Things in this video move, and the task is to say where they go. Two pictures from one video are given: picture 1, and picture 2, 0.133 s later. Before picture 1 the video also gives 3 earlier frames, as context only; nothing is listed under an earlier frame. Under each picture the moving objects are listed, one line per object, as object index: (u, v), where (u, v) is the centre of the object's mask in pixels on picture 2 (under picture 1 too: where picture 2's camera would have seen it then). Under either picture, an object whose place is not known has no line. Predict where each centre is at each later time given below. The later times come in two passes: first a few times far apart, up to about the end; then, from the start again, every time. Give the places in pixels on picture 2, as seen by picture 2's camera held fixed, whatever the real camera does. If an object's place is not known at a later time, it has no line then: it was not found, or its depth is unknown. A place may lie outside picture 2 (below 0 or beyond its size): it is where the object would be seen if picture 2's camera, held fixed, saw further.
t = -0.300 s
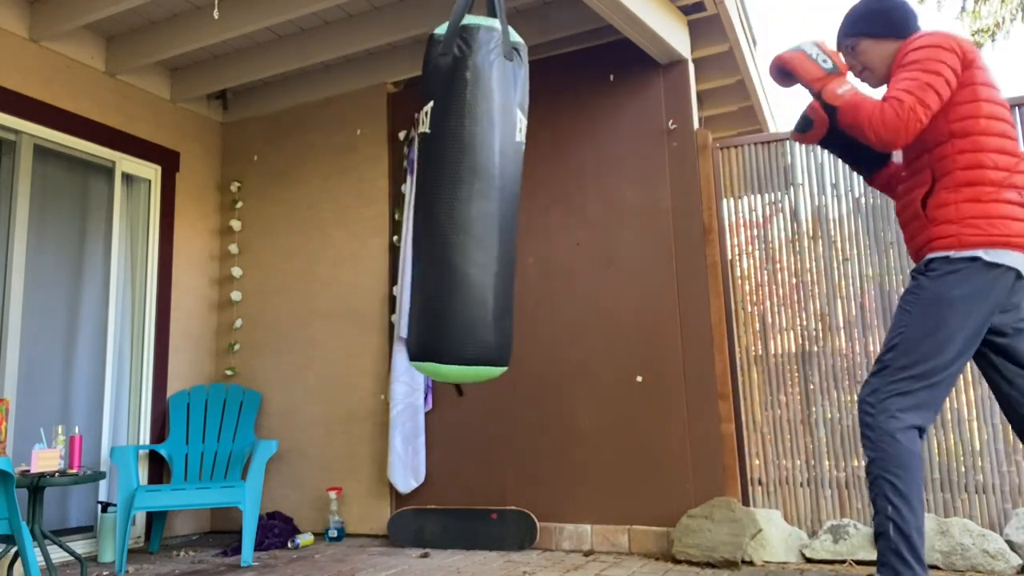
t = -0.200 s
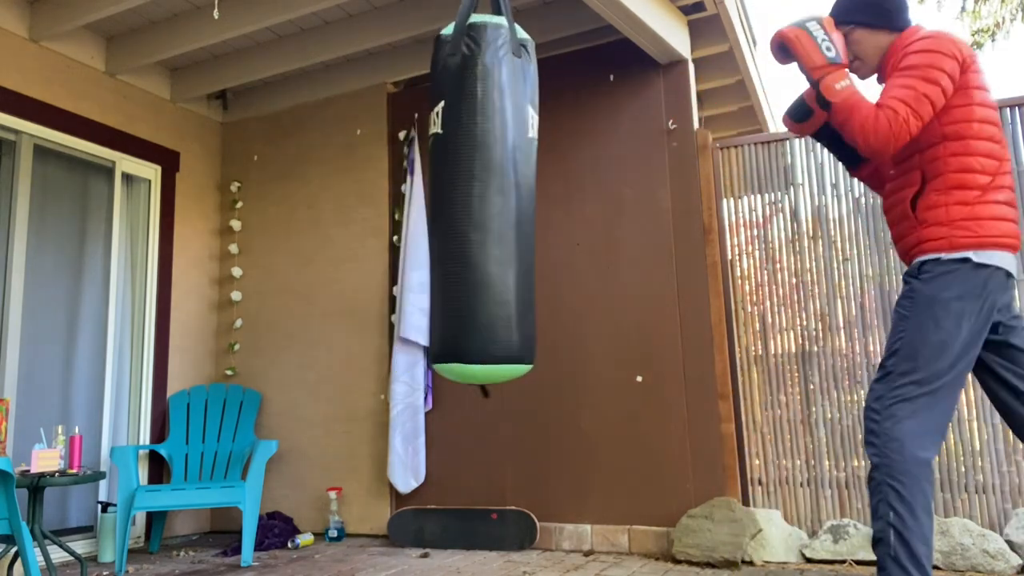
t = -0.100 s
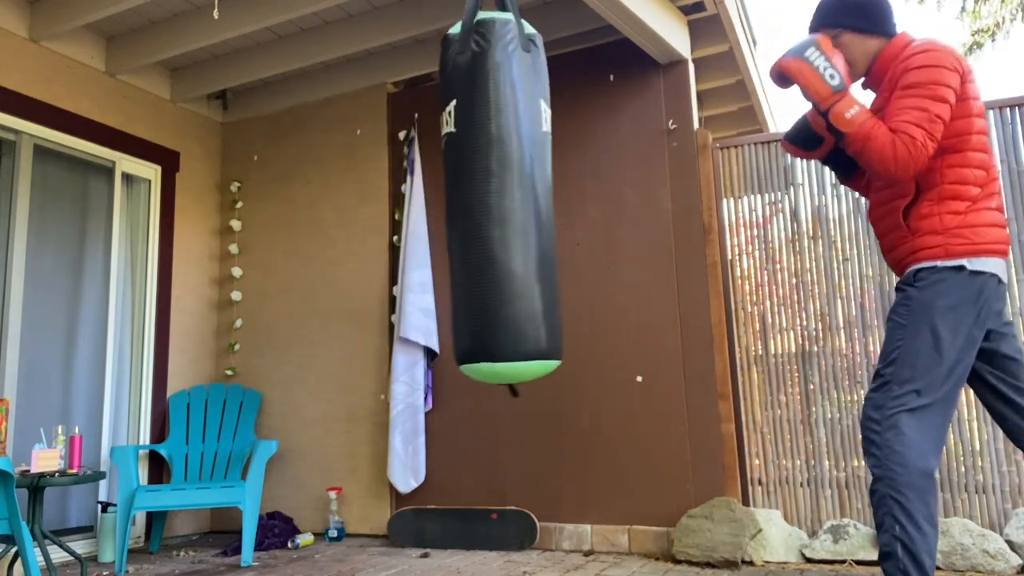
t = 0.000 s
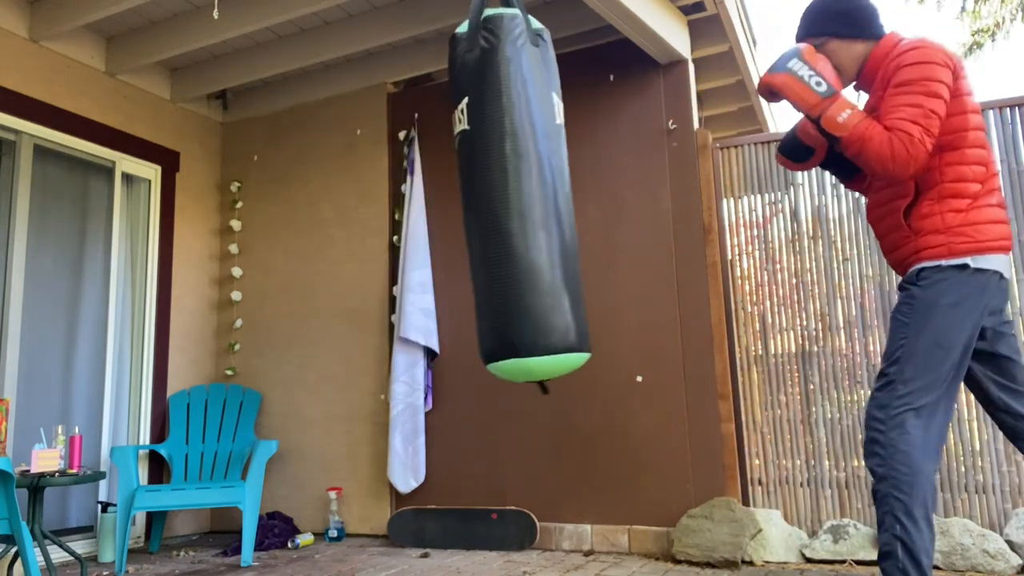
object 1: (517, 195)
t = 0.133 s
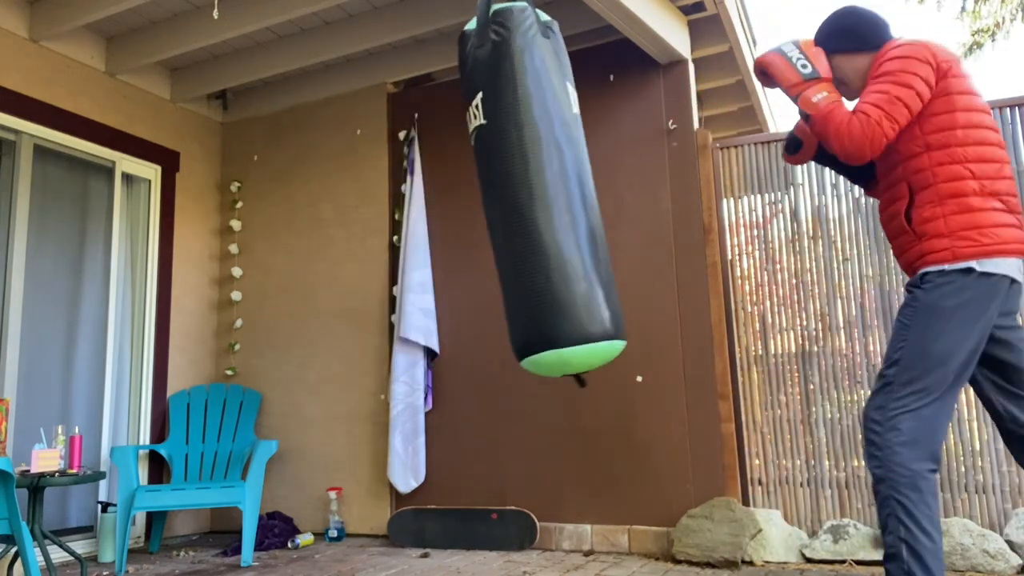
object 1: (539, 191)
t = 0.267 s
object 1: (555, 187)
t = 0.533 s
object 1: (559, 186)
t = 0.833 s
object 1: (518, 192)
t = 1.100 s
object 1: (473, 196)
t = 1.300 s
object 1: (450, 195)
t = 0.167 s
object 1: (544, 190)
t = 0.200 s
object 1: (548, 189)
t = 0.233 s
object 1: (551, 188)
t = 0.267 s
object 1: (555, 187)
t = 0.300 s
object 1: (558, 187)
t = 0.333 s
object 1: (560, 186)
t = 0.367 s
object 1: (561, 185)
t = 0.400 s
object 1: (562, 185)
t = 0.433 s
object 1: (562, 185)
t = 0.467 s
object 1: (561, 184)
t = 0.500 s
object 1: (560, 185)
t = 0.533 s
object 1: (559, 186)
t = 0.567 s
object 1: (557, 186)
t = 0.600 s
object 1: (553, 186)
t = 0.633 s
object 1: (550, 187)
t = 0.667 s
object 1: (545, 187)
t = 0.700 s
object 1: (540, 189)
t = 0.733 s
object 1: (535, 189)
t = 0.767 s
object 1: (530, 191)
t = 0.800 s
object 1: (525, 192)
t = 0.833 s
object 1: (518, 192)
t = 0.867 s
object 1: (513, 193)
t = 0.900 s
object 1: (506, 194)
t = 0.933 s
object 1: (500, 194)
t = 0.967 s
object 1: (494, 195)
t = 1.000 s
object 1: (488, 195)
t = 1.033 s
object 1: (484, 196)
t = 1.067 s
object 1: (478, 196)
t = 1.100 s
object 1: (473, 196)
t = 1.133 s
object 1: (467, 195)
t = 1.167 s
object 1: (463, 196)
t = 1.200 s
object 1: (459, 196)
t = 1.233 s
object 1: (456, 196)
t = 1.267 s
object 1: (453, 196)
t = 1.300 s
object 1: (450, 195)
